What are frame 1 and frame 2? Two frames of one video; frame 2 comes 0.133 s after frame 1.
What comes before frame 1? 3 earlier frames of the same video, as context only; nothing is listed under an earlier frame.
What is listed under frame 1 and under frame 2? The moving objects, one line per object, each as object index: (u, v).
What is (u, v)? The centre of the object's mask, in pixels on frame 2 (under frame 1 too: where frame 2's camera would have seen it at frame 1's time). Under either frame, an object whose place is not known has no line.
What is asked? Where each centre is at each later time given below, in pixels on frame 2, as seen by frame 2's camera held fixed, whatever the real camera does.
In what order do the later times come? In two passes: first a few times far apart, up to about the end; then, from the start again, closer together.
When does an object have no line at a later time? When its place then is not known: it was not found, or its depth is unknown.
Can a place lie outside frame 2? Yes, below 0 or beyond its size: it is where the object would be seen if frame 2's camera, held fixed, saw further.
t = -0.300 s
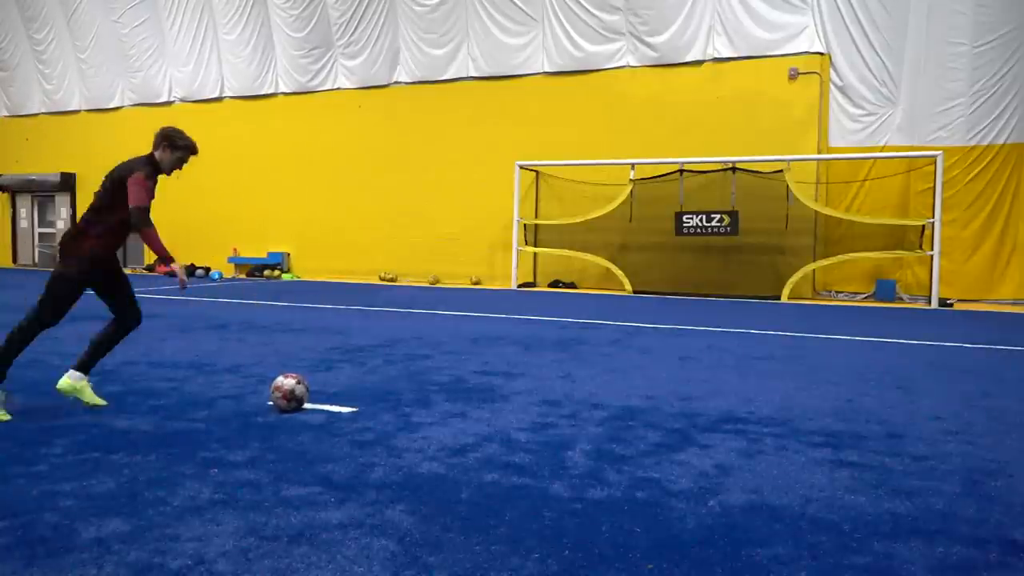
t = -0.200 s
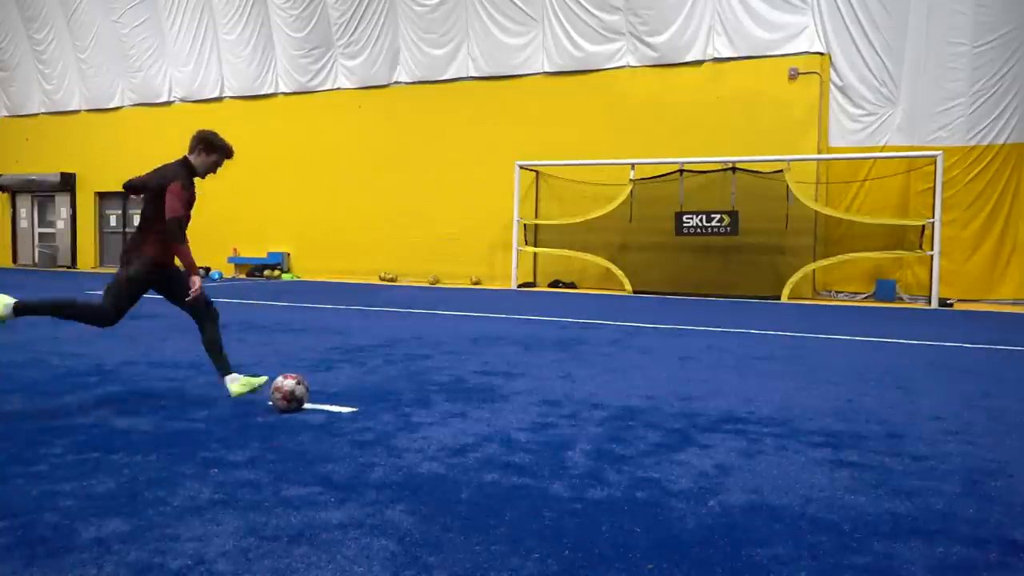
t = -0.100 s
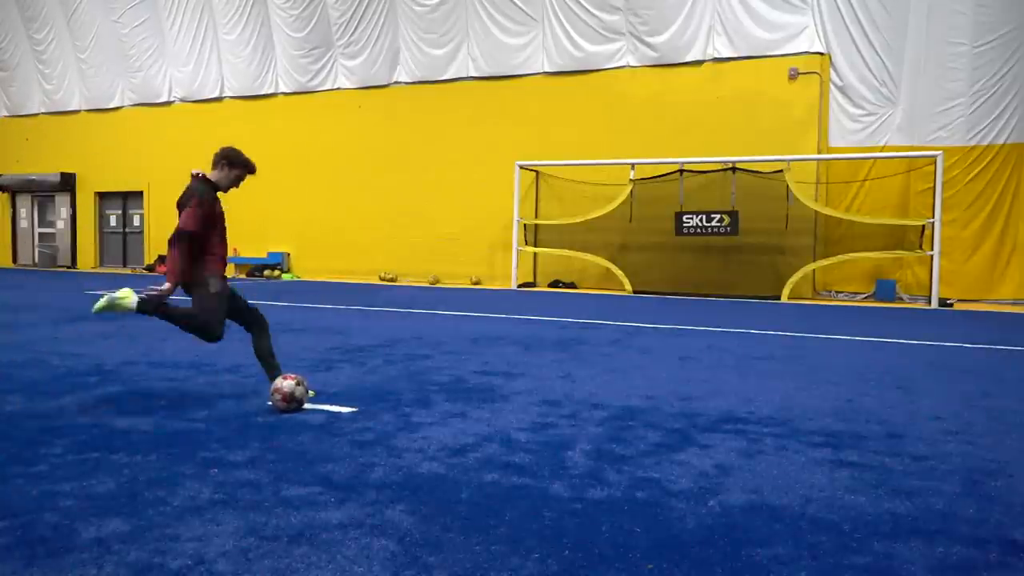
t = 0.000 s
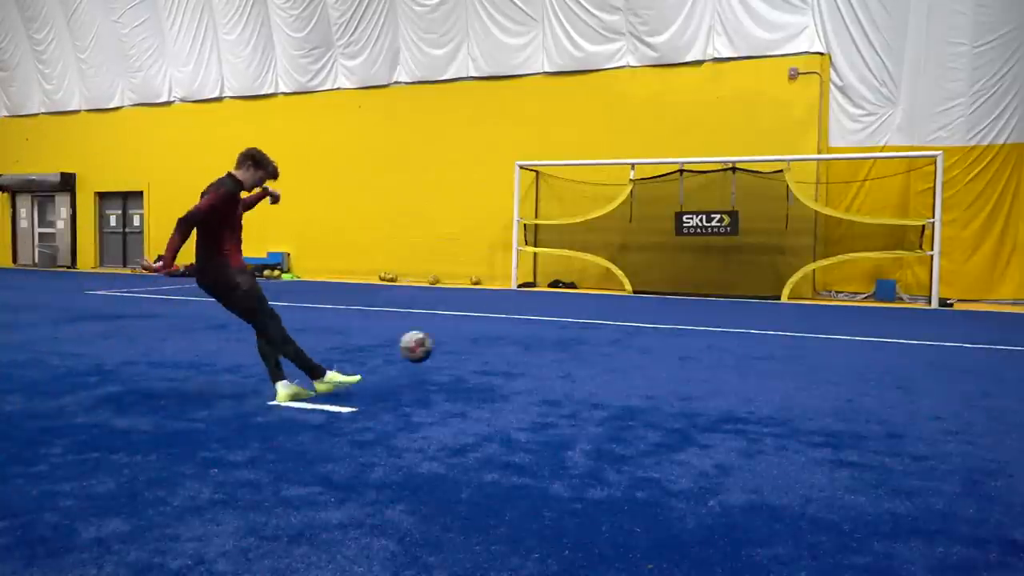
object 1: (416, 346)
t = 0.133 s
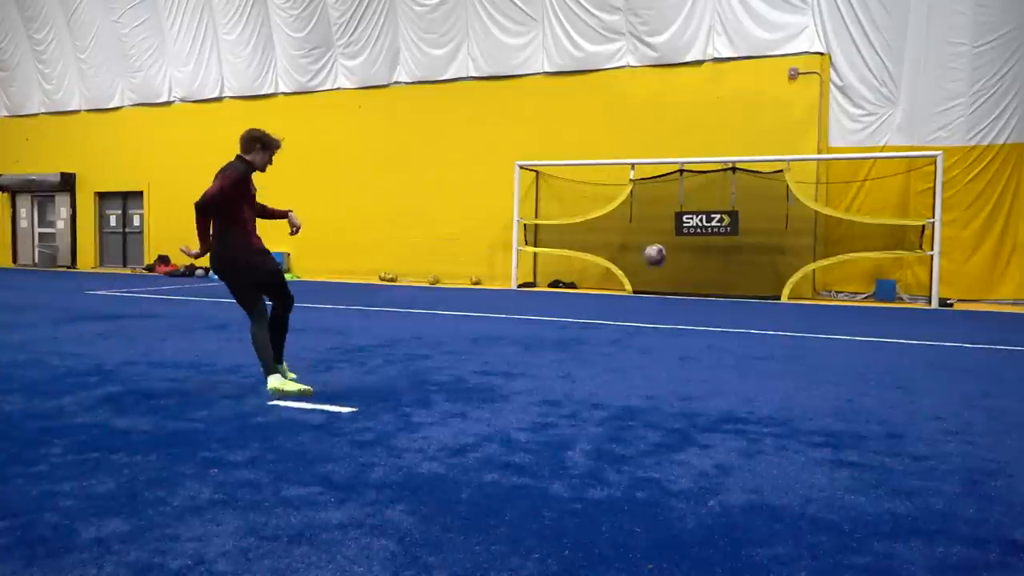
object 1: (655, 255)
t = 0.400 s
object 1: (831, 188)
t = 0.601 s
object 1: (873, 198)
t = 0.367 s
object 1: (819, 192)
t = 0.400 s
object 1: (831, 188)
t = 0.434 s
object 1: (843, 184)
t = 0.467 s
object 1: (853, 180)
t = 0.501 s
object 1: (860, 179)
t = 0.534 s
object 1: (865, 184)
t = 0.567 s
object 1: (869, 191)
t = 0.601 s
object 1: (873, 198)
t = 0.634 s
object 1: (876, 206)
